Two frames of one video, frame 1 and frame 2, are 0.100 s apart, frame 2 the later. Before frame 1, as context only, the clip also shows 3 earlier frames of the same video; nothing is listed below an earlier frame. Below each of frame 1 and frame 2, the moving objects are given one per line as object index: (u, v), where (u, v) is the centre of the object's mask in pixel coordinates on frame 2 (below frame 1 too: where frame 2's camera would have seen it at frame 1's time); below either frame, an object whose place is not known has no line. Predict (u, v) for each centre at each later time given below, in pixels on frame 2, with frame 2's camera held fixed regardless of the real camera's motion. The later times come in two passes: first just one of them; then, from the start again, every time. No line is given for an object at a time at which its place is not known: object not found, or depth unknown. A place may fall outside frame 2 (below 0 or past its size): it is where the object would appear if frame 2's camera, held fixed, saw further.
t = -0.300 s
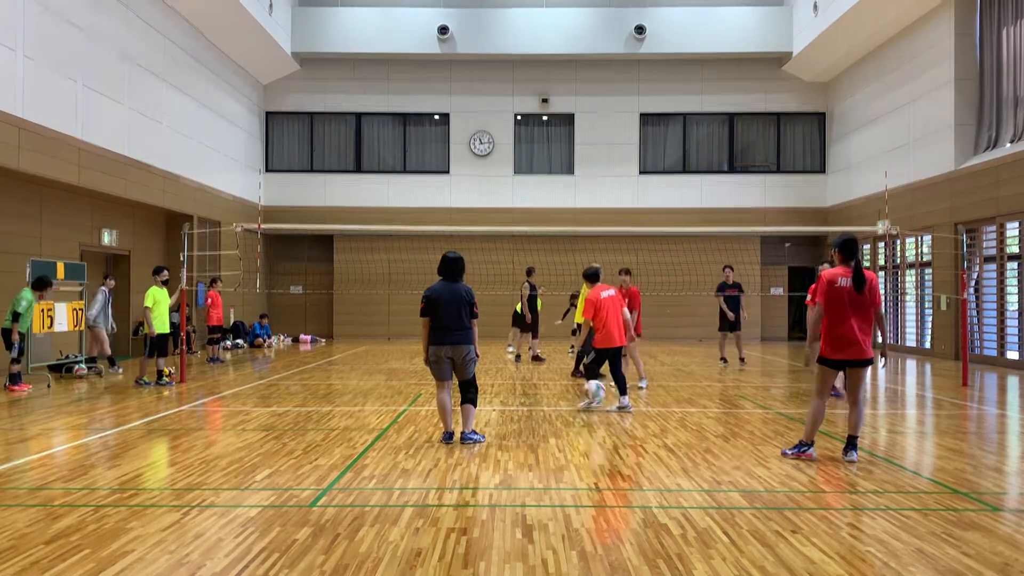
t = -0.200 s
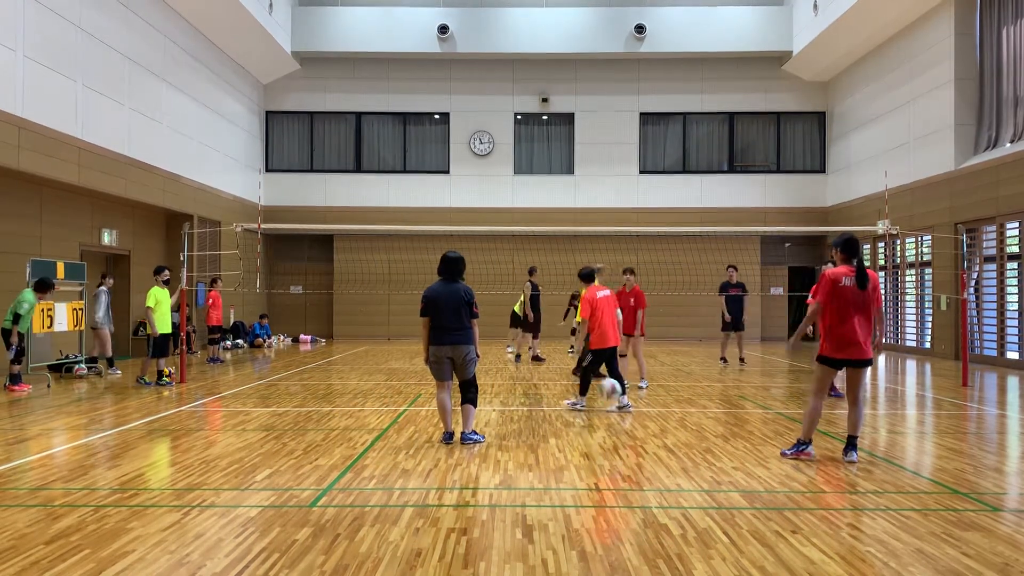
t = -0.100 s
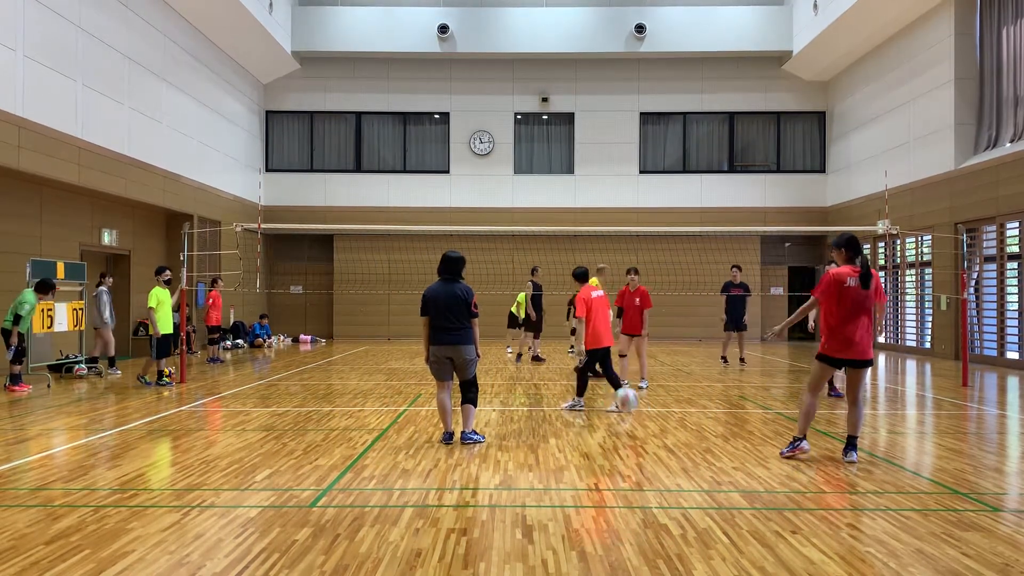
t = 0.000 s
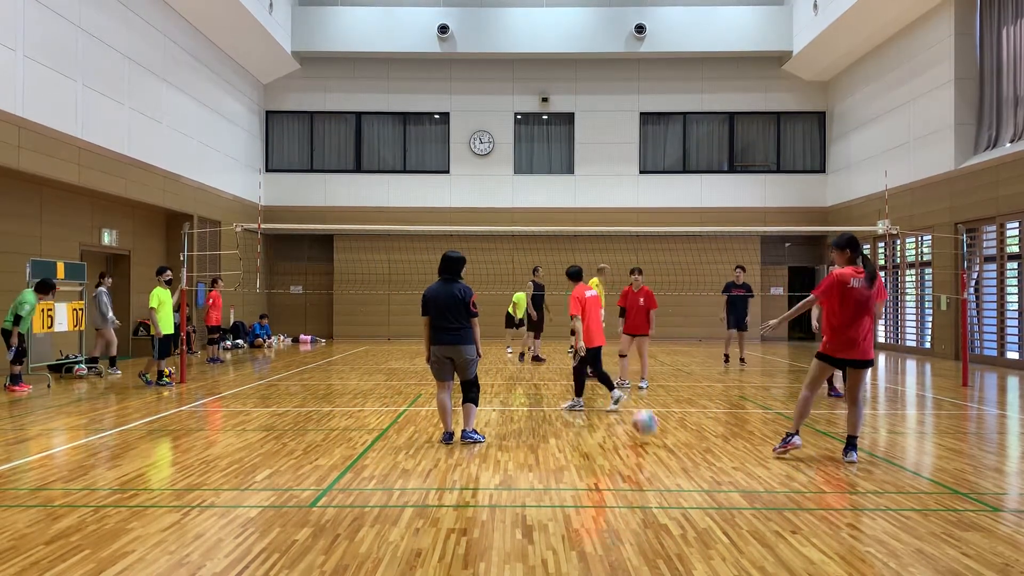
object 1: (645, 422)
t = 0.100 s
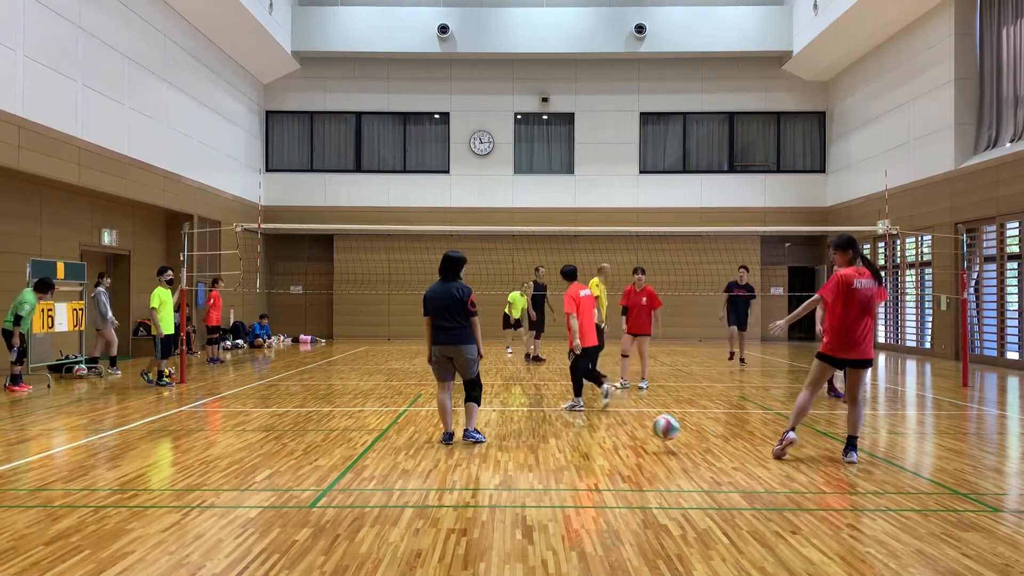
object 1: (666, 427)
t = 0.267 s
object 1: (705, 427)
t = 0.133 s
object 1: (673, 424)
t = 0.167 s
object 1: (681, 423)
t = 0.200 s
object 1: (688, 422)
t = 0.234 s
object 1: (697, 424)
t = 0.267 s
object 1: (705, 427)
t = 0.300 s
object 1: (714, 432)
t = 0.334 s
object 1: (723, 439)
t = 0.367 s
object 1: (731, 447)
